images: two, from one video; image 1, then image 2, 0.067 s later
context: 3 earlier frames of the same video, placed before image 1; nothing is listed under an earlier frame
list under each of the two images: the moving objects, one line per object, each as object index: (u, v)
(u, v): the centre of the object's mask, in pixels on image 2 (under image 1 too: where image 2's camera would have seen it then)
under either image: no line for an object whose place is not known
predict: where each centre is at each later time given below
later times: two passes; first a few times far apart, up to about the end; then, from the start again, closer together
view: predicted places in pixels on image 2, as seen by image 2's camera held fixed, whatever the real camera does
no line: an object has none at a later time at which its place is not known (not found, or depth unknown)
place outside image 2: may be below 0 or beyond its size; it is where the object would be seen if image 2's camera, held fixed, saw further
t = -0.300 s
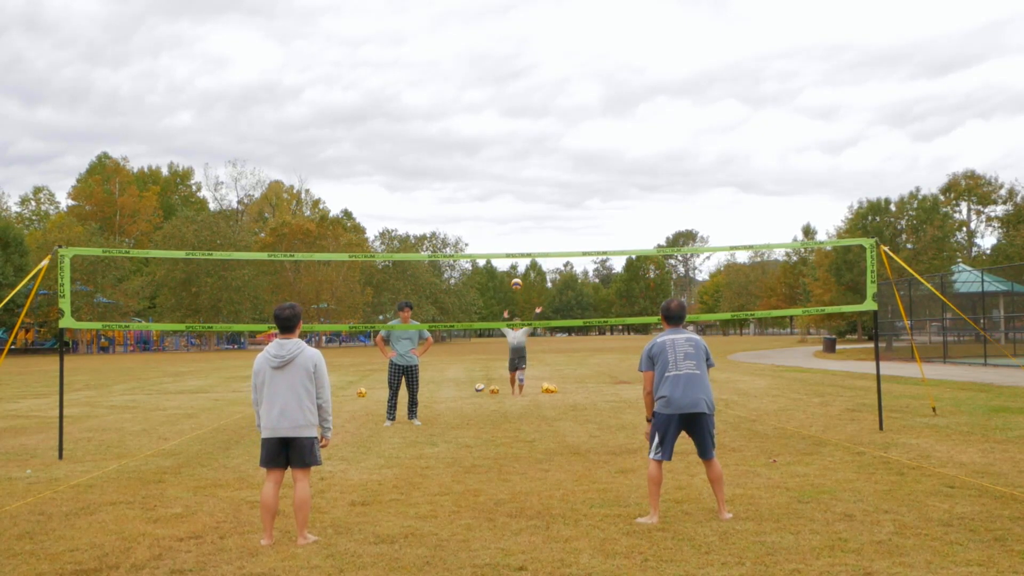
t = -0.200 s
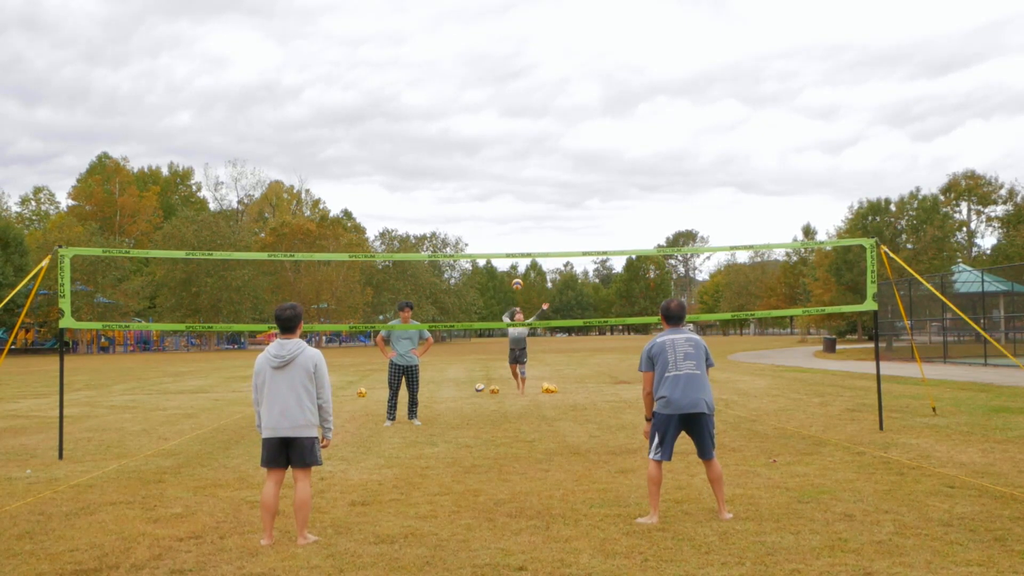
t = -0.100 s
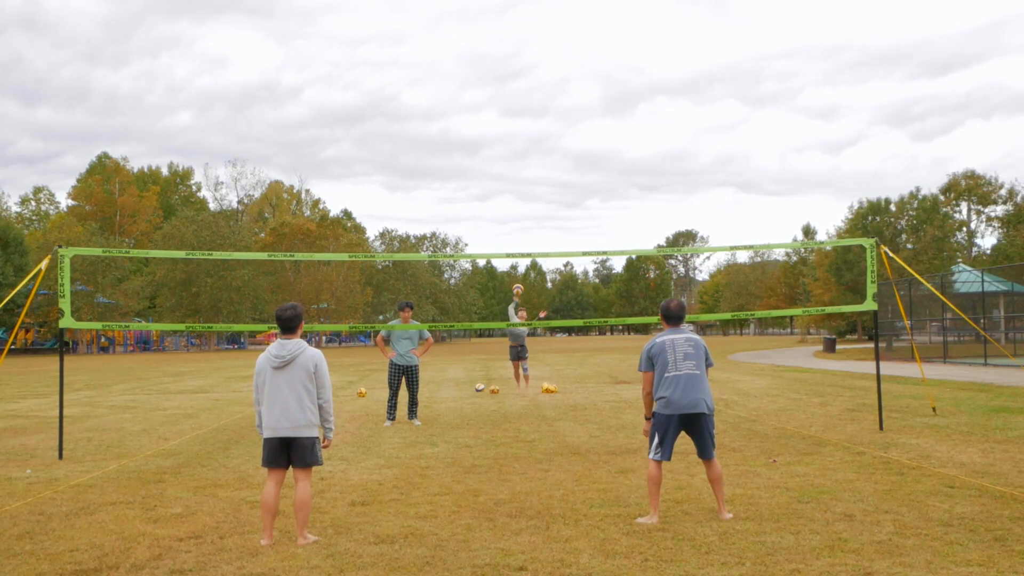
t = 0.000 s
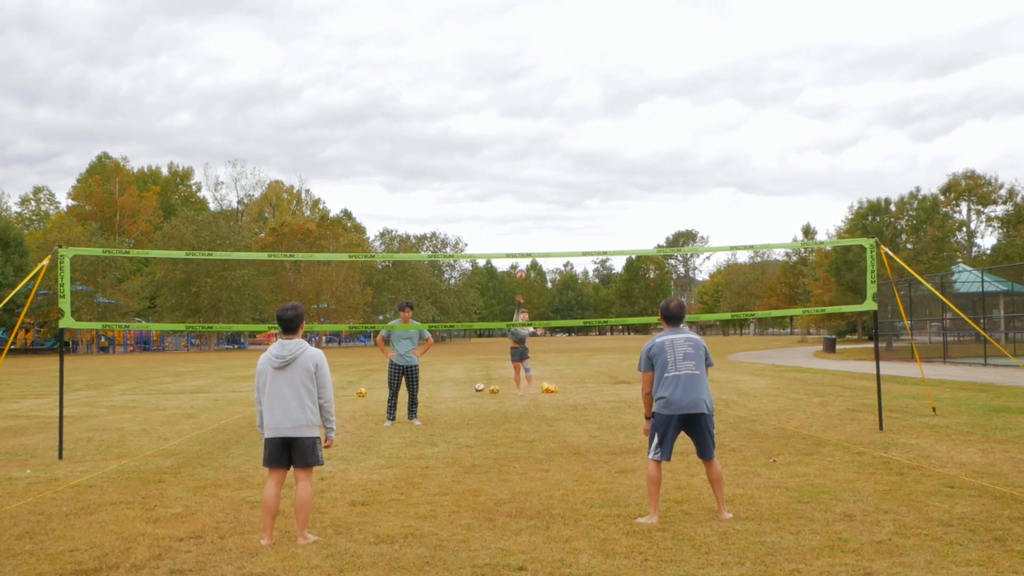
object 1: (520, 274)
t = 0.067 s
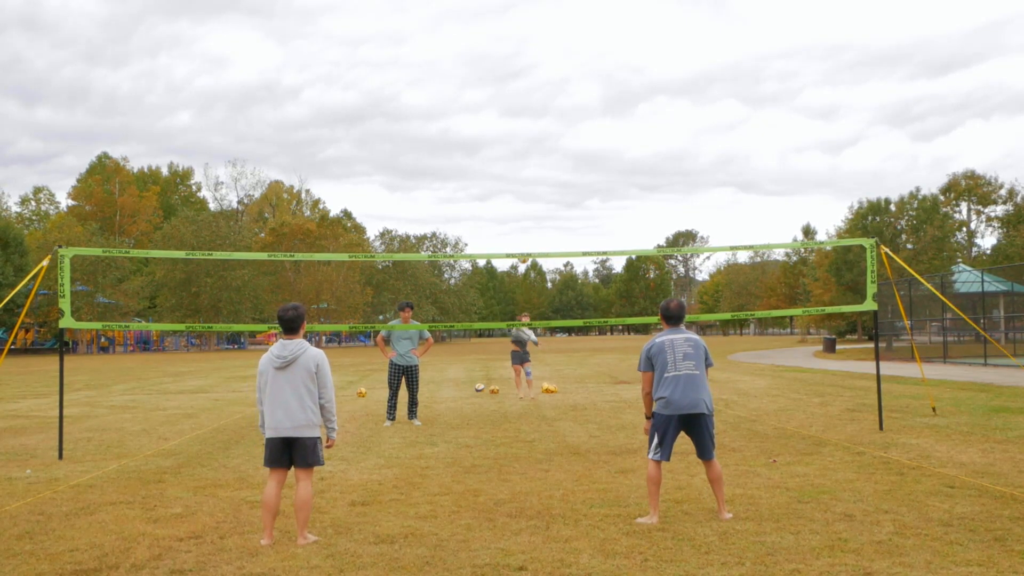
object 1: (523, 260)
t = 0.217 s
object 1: (527, 227)
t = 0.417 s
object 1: (533, 200)
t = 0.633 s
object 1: (537, 200)
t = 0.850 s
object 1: (540, 250)
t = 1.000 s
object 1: (538, 334)
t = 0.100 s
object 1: (524, 249)
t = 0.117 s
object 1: (525, 247)
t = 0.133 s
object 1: (525, 244)
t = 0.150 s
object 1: (526, 240)
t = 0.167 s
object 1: (526, 237)
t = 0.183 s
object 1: (527, 233)
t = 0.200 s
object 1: (527, 230)
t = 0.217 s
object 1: (527, 227)
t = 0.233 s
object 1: (528, 224)
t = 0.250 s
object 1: (528, 221)
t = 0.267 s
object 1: (529, 218)
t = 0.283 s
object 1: (529, 216)
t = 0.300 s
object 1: (530, 213)
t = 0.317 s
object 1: (530, 211)
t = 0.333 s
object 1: (531, 209)
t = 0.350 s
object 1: (531, 207)
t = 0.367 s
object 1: (531, 205)
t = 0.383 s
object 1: (532, 203)
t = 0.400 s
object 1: (532, 202)
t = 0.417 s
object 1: (533, 200)
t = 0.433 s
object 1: (533, 199)
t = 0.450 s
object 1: (533, 198)
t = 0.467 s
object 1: (534, 197)
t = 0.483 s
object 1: (534, 196)
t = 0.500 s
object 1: (534, 196)
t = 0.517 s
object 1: (535, 195)
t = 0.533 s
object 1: (535, 195)
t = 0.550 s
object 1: (535, 195)
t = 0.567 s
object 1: (536, 195)
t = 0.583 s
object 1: (536, 196)
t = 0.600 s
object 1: (536, 197)
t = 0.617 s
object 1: (537, 198)
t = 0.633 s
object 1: (537, 200)
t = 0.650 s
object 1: (537, 201)
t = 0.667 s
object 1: (537, 203)
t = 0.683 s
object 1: (538, 206)
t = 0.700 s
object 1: (538, 208)
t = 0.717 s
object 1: (538, 211)
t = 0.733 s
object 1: (539, 214)
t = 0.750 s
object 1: (539, 218)
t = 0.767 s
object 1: (539, 222)
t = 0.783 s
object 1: (539, 227)
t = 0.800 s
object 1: (539, 232)
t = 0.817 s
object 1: (539, 237)
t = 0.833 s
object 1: (539, 244)
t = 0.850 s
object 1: (540, 250)
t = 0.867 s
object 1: (539, 257)
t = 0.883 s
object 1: (539, 264)
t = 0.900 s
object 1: (539, 273)
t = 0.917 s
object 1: (539, 282)
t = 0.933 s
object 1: (539, 291)
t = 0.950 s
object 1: (539, 301)
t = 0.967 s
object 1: (539, 311)
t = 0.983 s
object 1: (538, 323)
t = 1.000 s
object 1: (538, 334)
